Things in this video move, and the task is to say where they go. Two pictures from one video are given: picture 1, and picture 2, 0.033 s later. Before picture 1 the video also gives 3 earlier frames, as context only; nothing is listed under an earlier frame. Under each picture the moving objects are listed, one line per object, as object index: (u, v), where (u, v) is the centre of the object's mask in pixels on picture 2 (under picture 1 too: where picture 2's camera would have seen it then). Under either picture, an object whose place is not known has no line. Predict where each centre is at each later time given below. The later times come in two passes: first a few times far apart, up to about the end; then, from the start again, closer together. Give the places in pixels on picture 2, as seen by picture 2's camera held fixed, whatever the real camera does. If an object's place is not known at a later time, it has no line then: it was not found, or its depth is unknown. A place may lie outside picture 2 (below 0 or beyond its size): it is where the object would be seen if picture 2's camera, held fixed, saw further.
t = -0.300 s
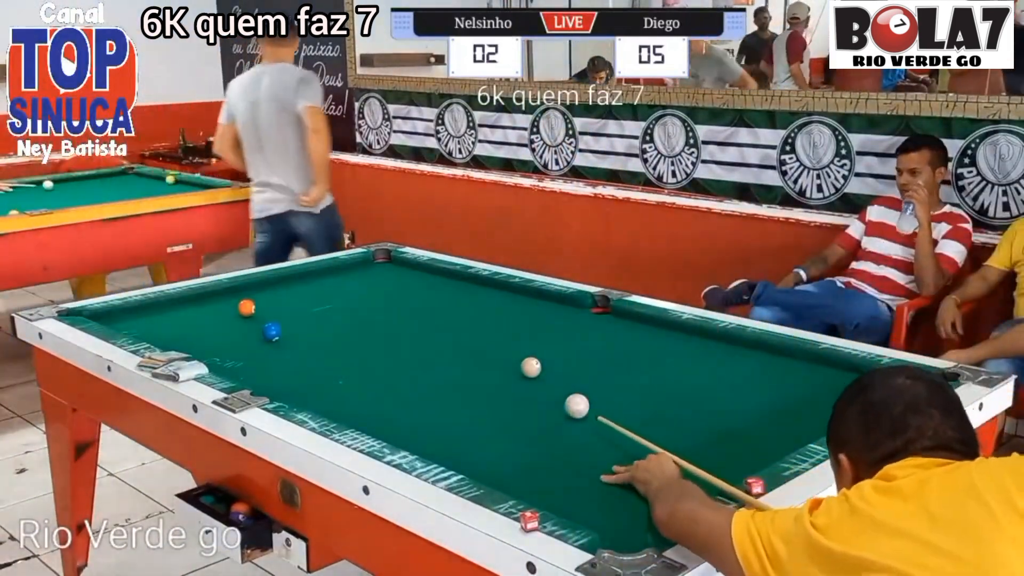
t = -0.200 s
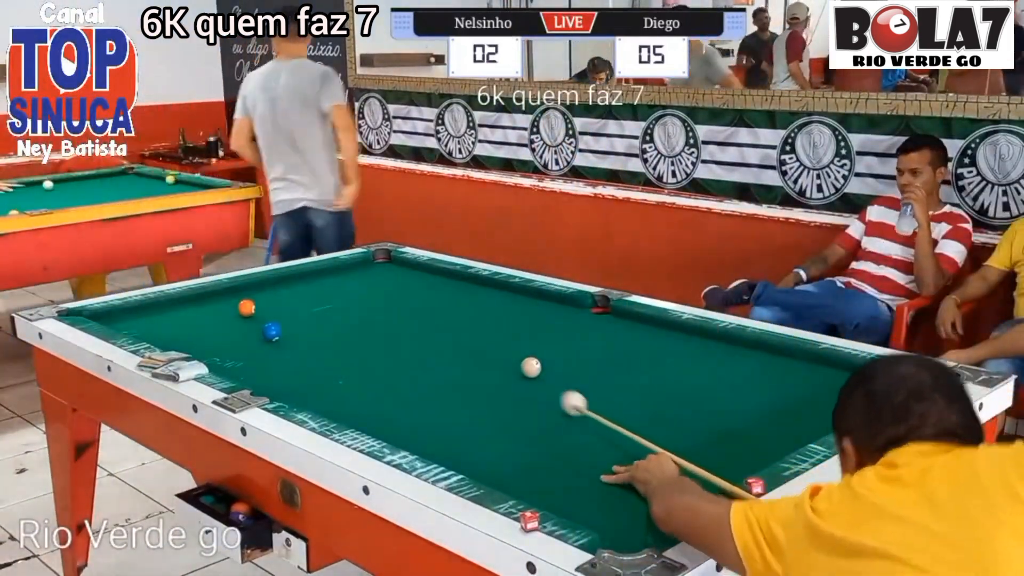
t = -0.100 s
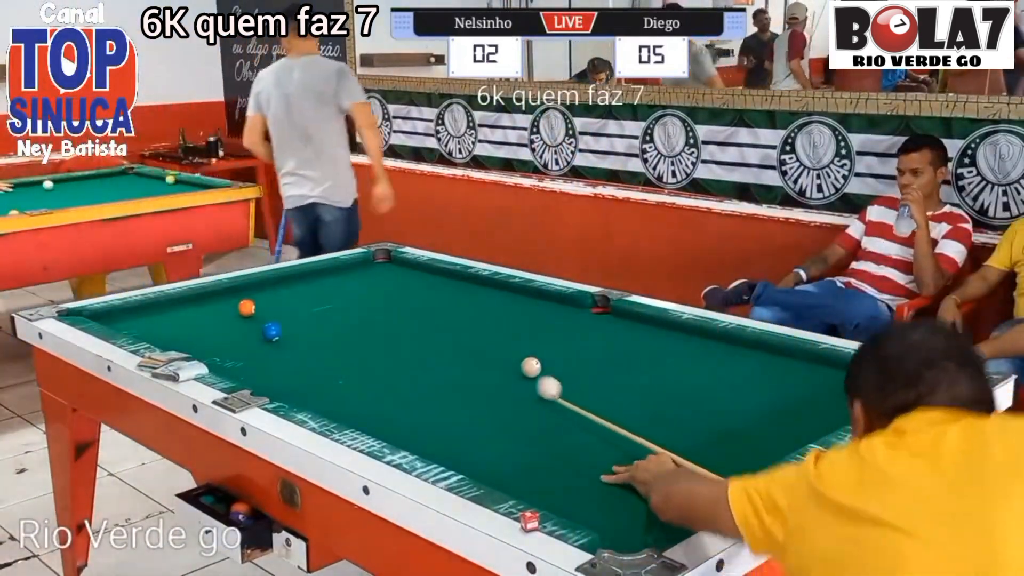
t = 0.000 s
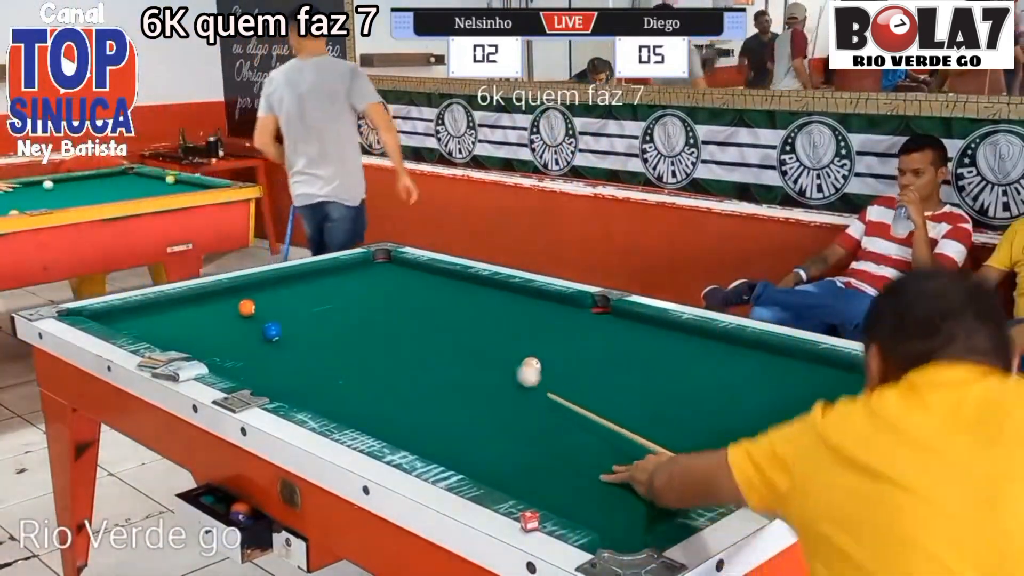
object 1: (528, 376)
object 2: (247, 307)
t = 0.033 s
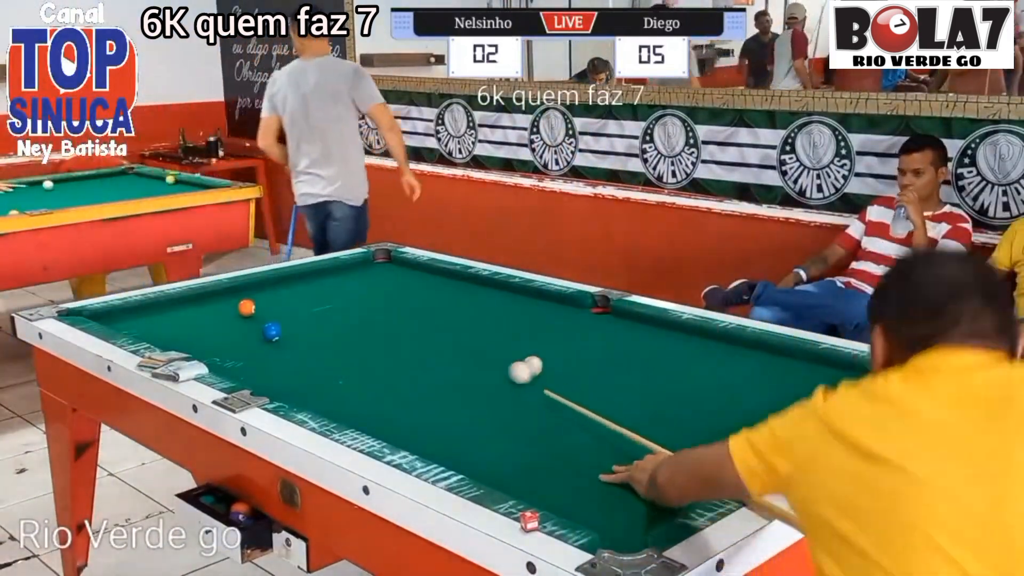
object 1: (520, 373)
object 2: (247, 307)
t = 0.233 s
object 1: (472, 361)
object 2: (247, 307)
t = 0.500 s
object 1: (415, 348)
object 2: (247, 307)
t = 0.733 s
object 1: (371, 337)
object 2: (247, 307)
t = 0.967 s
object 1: (330, 328)
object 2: (247, 308)
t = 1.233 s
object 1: (289, 319)
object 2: (247, 308)
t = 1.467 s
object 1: (256, 312)
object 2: (244, 306)
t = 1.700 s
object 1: (235, 311)
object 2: (236, 299)
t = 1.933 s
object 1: (217, 310)
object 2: (226, 296)
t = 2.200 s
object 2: (219, 291)
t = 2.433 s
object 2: (229, 293)
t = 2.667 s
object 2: (238, 295)
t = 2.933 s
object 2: (247, 297)
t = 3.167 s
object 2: (254, 297)
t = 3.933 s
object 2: (271, 300)
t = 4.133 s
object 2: (268, 302)
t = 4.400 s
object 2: (268, 303)
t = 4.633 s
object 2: (268, 303)
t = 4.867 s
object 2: (268, 303)
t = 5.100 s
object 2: (268, 303)
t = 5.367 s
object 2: (268, 303)
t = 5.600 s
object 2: (268, 303)
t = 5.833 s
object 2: (268, 303)
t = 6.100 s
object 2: (268, 303)
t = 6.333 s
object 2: (268, 303)
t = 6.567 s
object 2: (268, 303)
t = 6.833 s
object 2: (268, 303)
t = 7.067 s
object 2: (268, 303)
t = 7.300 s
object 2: (268, 303)
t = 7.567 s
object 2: (268, 303)
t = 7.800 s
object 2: (268, 303)
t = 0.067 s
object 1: (512, 371)
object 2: (247, 308)
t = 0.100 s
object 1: (504, 369)
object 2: (247, 307)
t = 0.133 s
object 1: (496, 367)
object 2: (247, 308)
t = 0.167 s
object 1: (488, 365)
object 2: (247, 307)
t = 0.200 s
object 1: (480, 363)
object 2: (247, 308)
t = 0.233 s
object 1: (472, 361)
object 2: (247, 307)
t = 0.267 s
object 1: (465, 360)
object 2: (247, 308)
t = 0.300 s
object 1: (457, 358)
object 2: (247, 308)
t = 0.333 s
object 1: (450, 356)
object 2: (247, 308)
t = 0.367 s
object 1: (443, 355)
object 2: (247, 308)
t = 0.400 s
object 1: (436, 353)
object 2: (247, 307)
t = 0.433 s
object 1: (429, 351)
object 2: (247, 308)
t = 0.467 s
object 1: (422, 350)
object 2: (247, 308)
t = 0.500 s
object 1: (415, 348)
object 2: (247, 307)
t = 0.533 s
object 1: (408, 347)
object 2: (247, 308)
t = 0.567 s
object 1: (402, 345)
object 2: (247, 307)
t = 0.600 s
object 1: (396, 344)
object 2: (247, 308)
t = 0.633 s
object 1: (389, 342)
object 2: (247, 308)
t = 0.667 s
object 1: (383, 341)
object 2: (247, 308)
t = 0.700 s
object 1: (376, 339)
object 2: (247, 307)
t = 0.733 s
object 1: (371, 337)
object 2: (247, 307)
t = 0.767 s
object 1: (365, 336)
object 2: (247, 307)
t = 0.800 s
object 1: (359, 335)
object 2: (247, 308)
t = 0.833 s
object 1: (353, 334)
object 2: (247, 308)
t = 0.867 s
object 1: (347, 332)
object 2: (247, 308)
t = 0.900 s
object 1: (341, 331)
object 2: (247, 308)
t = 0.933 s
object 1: (336, 330)
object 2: (247, 308)
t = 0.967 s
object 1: (330, 328)
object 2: (247, 308)
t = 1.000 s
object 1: (325, 327)
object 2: (247, 308)
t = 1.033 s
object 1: (319, 326)
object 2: (247, 308)
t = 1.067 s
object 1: (314, 325)
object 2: (247, 308)
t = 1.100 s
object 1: (309, 324)
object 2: (247, 308)
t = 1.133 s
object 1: (304, 323)
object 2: (247, 308)
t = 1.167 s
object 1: (298, 322)
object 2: (247, 308)
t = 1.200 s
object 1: (294, 320)
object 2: (247, 308)
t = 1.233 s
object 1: (289, 319)
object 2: (247, 308)
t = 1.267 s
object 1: (284, 318)
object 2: (247, 308)
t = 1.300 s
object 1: (279, 317)
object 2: (247, 308)
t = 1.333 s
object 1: (275, 316)
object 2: (247, 308)
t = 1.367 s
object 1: (270, 315)
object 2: (247, 308)
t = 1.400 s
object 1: (265, 314)
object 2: (247, 308)
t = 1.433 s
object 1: (261, 313)
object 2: (246, 307)
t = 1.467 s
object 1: (256, 312)
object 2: (244, 306)
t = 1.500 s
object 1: (252, 311)
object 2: (242, 305)
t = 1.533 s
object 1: (249, 311)
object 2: (241, 303)
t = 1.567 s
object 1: (246, 311)
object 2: (240, 301)
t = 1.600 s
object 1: (244, 311)
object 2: (239, 300)
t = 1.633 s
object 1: (241, 311)
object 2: (239, 299)
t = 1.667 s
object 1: (238, 311)
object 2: (237, 299)
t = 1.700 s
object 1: (235, 311)
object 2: (236, 299)
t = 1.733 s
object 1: (233, 310)
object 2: (235, 298)
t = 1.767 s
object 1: (230, 310)
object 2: (234, 297)
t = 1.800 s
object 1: (228, 310)
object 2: (233, 297)
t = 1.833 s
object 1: (225, 310)
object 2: (231, 297)
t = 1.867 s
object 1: (222, 310)
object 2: (229, 297)
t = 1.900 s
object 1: (220, 310)
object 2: (228, 296)
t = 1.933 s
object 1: (217, 310)
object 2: (226, 296)
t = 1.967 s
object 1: (215, 310)
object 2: (225, 295)
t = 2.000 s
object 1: (213, 310)
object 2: (224, 295)
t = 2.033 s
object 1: (211, 310)
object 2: (222, 294)
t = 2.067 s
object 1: (208, 309)
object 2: (221, 293)
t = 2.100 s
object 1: (206, 309)
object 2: (220, 293)
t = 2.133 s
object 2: (219, 292)
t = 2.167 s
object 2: (218, 291)
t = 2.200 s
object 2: (219, 291)
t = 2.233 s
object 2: (220, 291)
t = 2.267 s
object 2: (222, 292)
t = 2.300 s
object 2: (223, 292)
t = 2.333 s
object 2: (224, 292)
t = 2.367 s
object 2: (226, 292)
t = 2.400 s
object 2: (227, 293)
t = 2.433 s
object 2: (229, 293)
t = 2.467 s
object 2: (230, 293)
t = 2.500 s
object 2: (231, 293)
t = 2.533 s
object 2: (233, 294)
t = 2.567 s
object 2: (234, 294)
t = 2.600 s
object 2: (235, 294)
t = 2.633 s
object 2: (237, 295)
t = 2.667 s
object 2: (238, 295)
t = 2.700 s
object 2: (239, 295)
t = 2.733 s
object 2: (240, 295)
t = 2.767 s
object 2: (241, 295)
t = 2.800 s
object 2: (242, 295)
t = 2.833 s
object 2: (244, 296)
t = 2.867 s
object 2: (245, 296)
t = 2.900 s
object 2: (246, 296)
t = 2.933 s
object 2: (247, 297)
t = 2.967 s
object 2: (247, 297)
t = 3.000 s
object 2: (251, 297)
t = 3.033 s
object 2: (250, 298)
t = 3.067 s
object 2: (251, 298)
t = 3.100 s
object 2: (252, 298)
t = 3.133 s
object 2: (254, 297)
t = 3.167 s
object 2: (254, 297)
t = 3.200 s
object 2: (254, 297)
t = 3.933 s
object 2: (271, 300)
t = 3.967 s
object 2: (267, 302)
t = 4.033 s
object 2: (268, 302)
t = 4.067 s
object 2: (268, 302)
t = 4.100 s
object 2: (268, 302)
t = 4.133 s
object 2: (268, 302)
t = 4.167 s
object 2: (268, 303)
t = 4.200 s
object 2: (268, 302)
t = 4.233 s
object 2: (268, 303)
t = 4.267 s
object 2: (268, 302)
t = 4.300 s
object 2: (268, 302)
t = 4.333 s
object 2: (268, 303)
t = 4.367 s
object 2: (268, 303)
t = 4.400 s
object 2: (268, 303)
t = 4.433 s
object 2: (268, 303)
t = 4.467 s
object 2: (268, 303)
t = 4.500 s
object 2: (268, 303)
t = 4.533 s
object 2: (268, 303)
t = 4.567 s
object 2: (268, 303)
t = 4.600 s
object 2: (268, 303)
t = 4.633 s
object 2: (268, 303)
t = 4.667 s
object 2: (268, 303)
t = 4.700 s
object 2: (268, 303)
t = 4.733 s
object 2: (268, 303)
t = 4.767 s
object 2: (268, 303)
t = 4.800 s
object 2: (268, 303)
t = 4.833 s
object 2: (268, 303)
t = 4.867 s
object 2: (268, 303)
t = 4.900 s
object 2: (268, 303)
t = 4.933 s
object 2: (268, 303)
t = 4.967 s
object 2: (268, 303)
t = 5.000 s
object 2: (268, 302)
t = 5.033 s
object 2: (268, 303)
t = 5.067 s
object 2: (268, 303)
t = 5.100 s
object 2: (268, 303)
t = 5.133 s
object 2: (268, 303)
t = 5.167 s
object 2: (268, 303)
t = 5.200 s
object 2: (268, 303)
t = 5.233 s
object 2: (268, 303)
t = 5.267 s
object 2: (268, 303)
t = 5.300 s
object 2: (268, 303)
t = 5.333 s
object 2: (268, 303)
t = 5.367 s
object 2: (268, 303)
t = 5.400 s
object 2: (268, 303)
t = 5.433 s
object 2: (268, 303)
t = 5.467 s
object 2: (268, 303)
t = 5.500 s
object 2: (268, 303)
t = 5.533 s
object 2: (268, 303)
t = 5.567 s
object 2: (268, 303)
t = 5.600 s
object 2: (268, 303)
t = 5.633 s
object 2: (268, 303)
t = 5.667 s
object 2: (268, 303)
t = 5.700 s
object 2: (268, 303)
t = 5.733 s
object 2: (268, 303)
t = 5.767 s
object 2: (268, 303)
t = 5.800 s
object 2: (268, 303)
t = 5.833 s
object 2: (268, 303)
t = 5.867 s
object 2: (268, 303)
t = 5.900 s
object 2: (268, 303)
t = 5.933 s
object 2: (268, 303)
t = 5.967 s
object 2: (268, 303)
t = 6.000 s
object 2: (268, 303)
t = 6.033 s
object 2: (268, 303)
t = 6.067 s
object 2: (268, 303)
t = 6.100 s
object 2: (268, 303)
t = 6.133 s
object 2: (268, 303)
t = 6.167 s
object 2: (268, 303)
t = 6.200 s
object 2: (268, 303)
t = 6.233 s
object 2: (268, 303)
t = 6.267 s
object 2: (268, 303)
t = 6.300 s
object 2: (268, 303)
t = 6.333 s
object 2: (268, 303)
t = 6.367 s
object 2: (268, 303)
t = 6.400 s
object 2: (268, 303)
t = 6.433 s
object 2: (268, 303)
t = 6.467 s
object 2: (268, 303)
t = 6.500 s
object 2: (268, 303)
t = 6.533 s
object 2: (268, 303)
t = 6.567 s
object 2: (268, 303)
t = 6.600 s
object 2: (268, 303)
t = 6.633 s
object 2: (268, 303)
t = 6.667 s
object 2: (268, 303)
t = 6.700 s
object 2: (268, 303)
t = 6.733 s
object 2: (268, 303)
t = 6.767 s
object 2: (268, 303)
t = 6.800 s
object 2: (268, 303)
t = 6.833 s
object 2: (268, 303)
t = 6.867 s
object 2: (268, 303)
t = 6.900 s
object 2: (268, 303)
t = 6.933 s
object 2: (268, 303)
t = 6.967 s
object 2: (268, 303)
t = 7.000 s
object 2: (268, 303)
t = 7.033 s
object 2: (268, 303)
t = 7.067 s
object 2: (268, 303)
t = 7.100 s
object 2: (268, 303)
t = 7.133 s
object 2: (268, 303)
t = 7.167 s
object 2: (268, 303)
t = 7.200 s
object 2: (268, 303)
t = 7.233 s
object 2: (268, 303)
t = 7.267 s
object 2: (268, 303)
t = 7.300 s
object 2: (268, 303)
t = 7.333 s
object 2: (268, 303)
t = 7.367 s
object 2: (268, 303)
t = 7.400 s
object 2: (268, 303)
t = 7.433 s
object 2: (268, 303)
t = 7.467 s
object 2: (268, 303)
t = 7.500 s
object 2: (268, 303)
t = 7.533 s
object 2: (268, 303)
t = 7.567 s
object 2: (268, 303)
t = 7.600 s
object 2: (268, 303)
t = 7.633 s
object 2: (268, 303)
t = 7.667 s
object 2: (268, 303)
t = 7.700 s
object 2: (268, 303)
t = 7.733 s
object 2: (268, 303)
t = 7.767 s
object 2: (268, 303)
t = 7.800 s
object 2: (268, 303)
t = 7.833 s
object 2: (268, 303)
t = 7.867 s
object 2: (268, 303)
